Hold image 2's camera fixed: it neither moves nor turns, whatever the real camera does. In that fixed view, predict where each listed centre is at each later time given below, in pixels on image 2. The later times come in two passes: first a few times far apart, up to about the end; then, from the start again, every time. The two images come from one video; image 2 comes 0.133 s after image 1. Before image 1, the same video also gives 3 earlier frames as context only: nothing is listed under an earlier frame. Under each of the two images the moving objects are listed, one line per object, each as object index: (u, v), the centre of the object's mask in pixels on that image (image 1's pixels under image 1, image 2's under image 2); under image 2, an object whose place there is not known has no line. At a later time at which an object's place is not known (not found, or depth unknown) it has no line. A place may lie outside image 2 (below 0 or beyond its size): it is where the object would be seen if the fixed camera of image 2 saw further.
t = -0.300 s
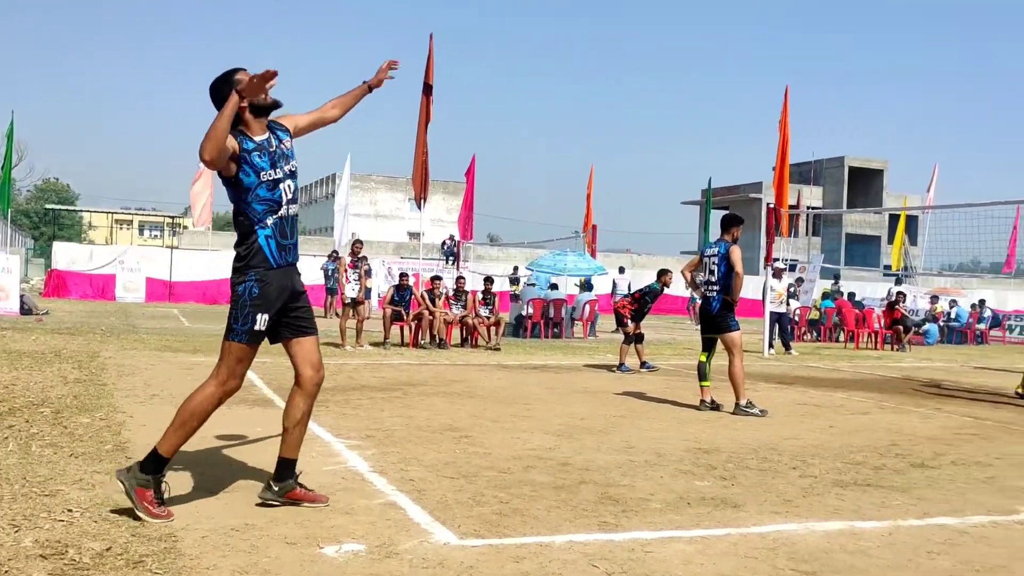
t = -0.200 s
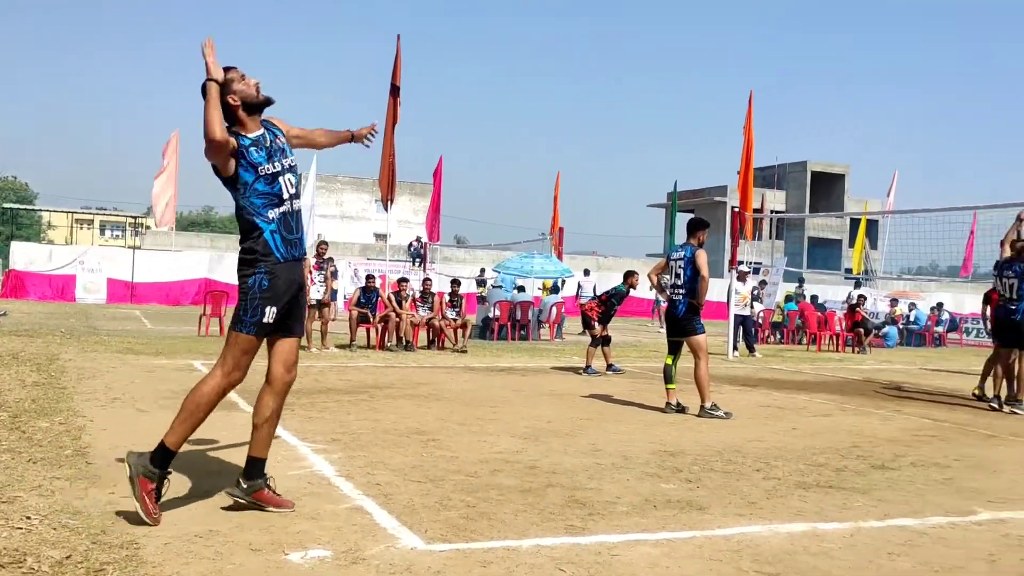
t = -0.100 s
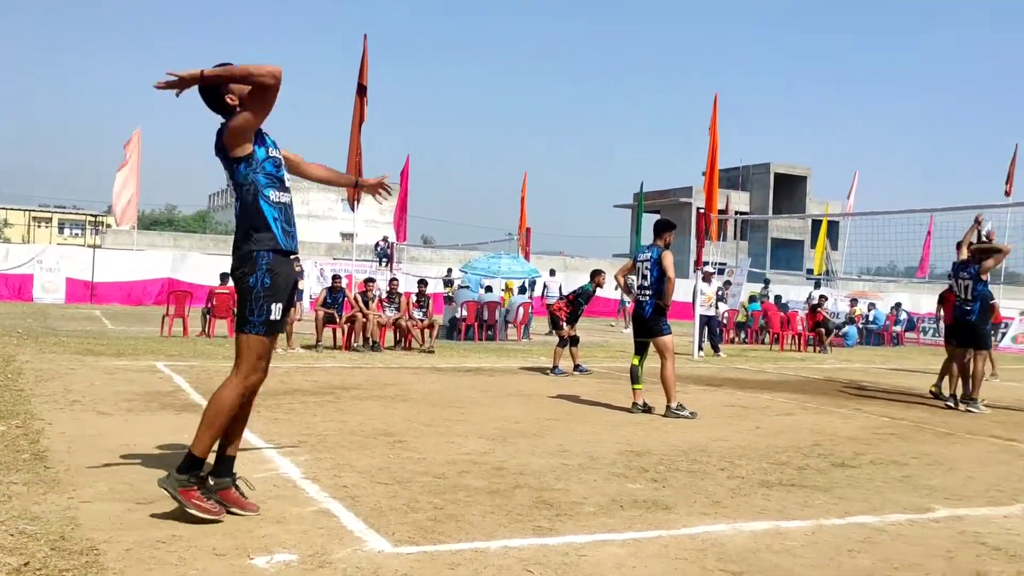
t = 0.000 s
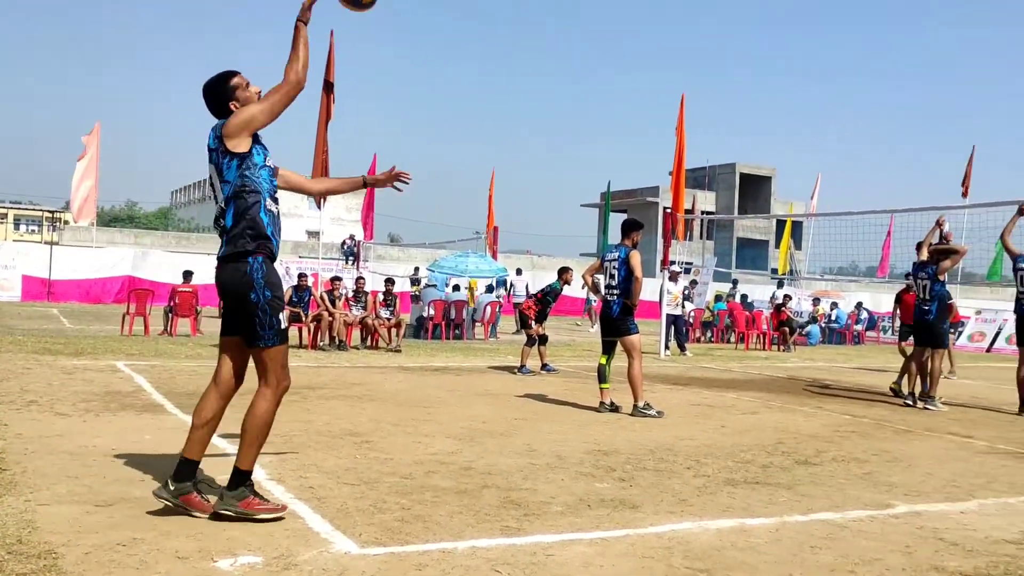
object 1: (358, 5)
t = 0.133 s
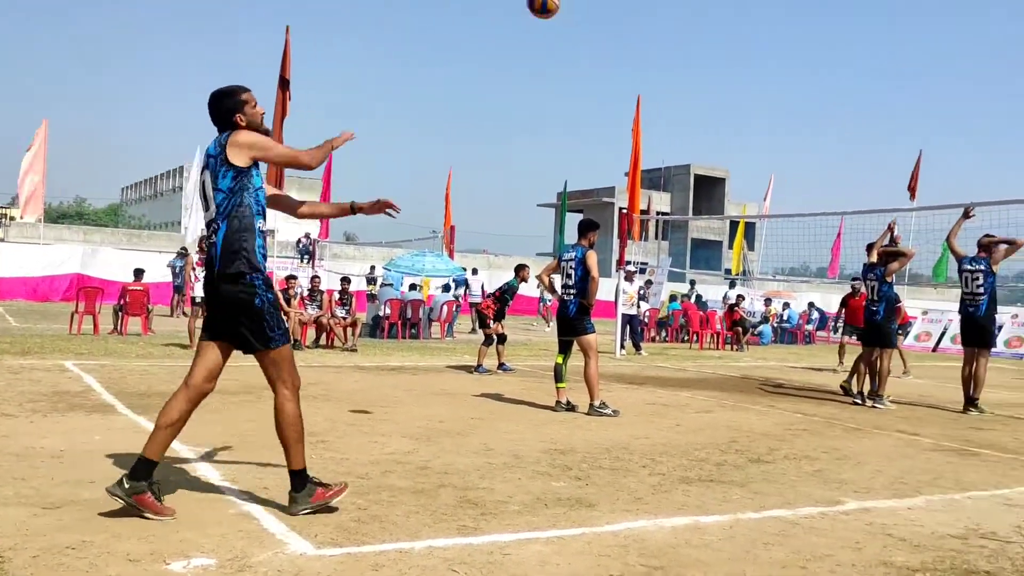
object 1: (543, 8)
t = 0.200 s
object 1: (618, 15)
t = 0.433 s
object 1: (784, 76)
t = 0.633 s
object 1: (867, 140)
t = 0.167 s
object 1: (583, 11)
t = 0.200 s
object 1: (618, 15)
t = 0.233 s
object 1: (649, 24)
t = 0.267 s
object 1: (677, 31)
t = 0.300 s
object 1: (702, 40)
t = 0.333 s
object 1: (726, 49)
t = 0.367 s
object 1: (747, 58)
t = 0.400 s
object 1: (766, 67)
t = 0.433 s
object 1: (784, 76)
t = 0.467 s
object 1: (801, 86)
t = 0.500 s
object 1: (815, 96)
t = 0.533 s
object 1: (829, 107)
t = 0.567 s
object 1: (843, 117)
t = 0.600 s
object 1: (855, 128)
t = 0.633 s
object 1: (867, 140)
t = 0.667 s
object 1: (877, 152)
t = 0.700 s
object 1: (886, 163)
